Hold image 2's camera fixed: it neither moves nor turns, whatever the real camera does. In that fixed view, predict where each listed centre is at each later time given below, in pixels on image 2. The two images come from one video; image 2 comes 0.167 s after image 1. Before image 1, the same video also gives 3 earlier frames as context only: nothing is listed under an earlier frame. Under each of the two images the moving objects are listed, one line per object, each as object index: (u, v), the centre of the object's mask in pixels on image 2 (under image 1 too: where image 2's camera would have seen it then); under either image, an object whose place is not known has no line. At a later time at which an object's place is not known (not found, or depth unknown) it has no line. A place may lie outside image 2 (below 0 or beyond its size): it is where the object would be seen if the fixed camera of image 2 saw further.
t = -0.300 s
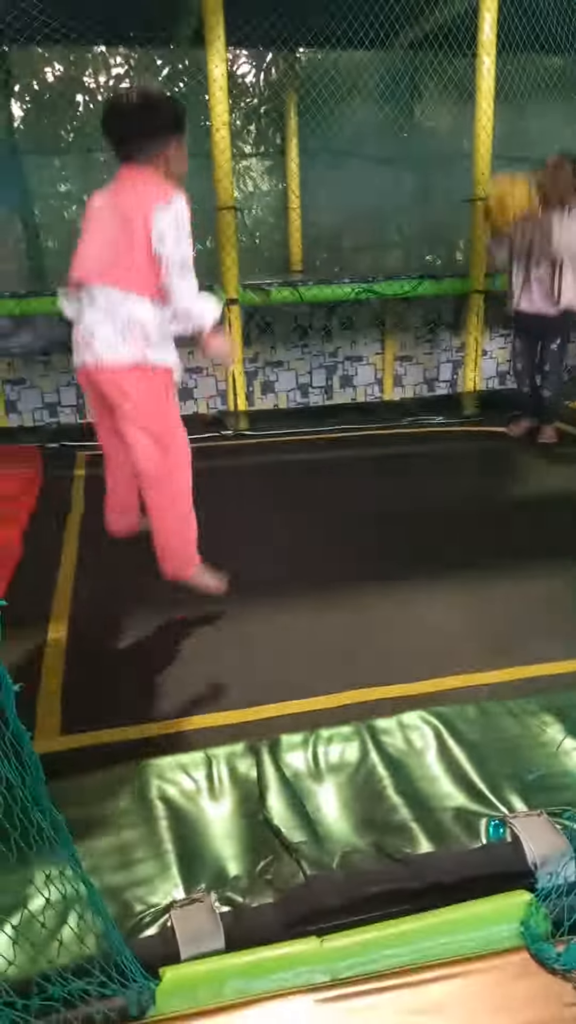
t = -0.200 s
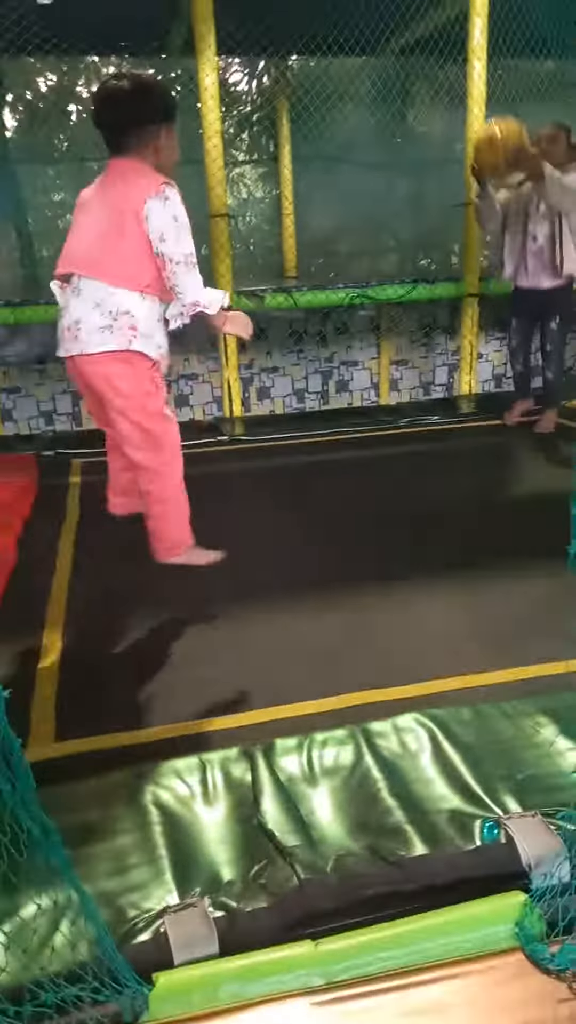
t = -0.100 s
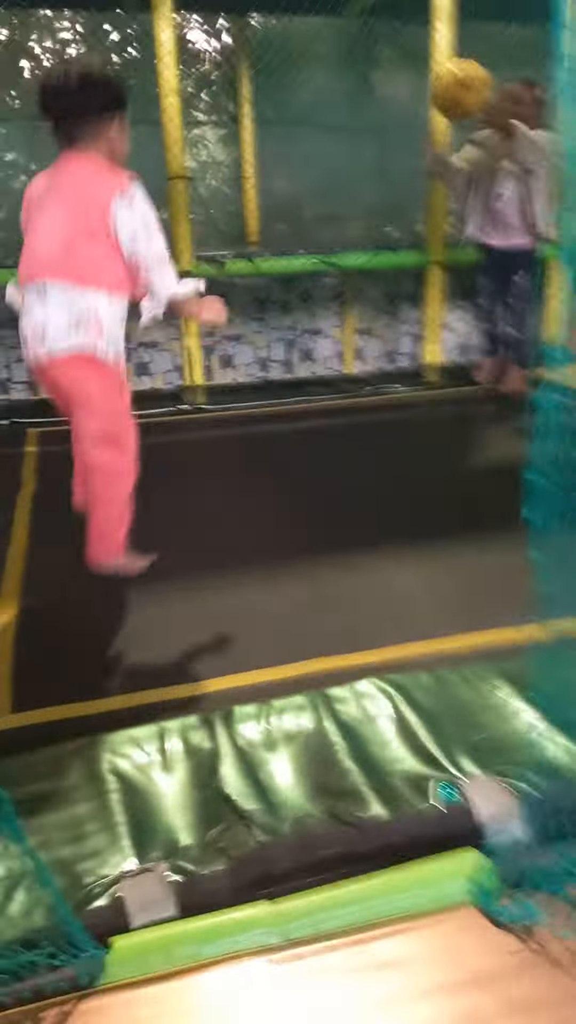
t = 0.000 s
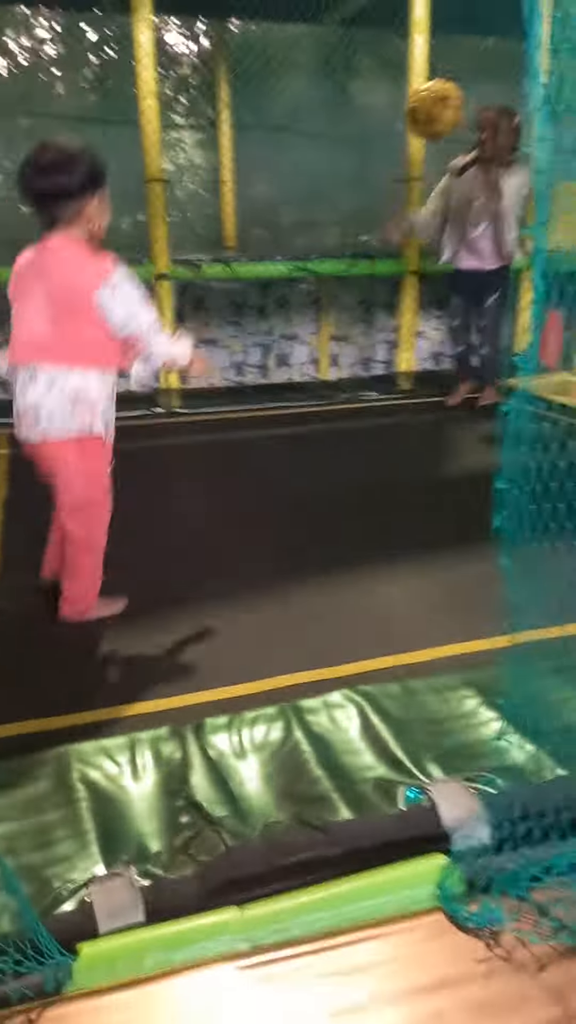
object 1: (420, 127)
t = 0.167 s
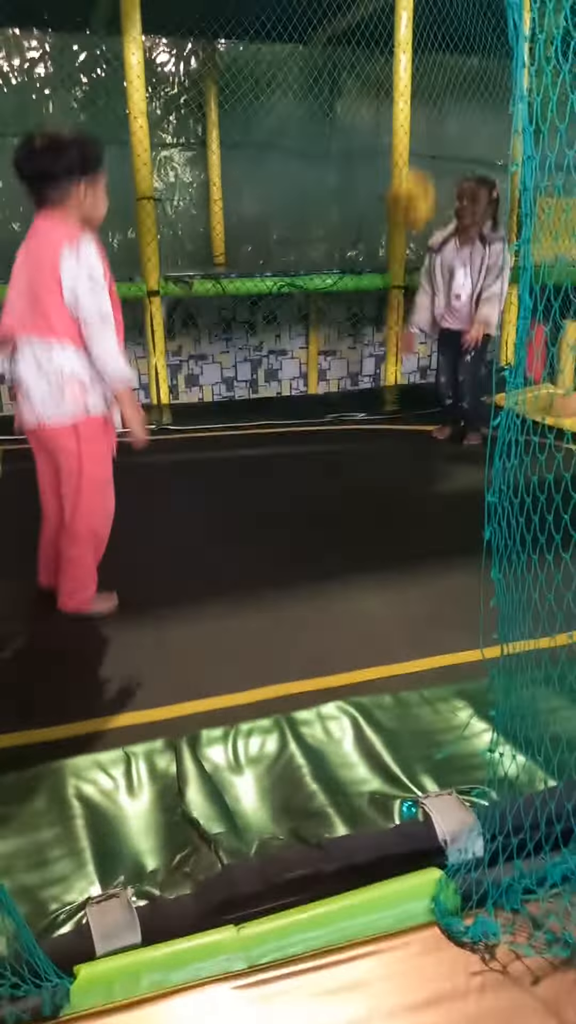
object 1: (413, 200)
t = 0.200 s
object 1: (409, 224)
